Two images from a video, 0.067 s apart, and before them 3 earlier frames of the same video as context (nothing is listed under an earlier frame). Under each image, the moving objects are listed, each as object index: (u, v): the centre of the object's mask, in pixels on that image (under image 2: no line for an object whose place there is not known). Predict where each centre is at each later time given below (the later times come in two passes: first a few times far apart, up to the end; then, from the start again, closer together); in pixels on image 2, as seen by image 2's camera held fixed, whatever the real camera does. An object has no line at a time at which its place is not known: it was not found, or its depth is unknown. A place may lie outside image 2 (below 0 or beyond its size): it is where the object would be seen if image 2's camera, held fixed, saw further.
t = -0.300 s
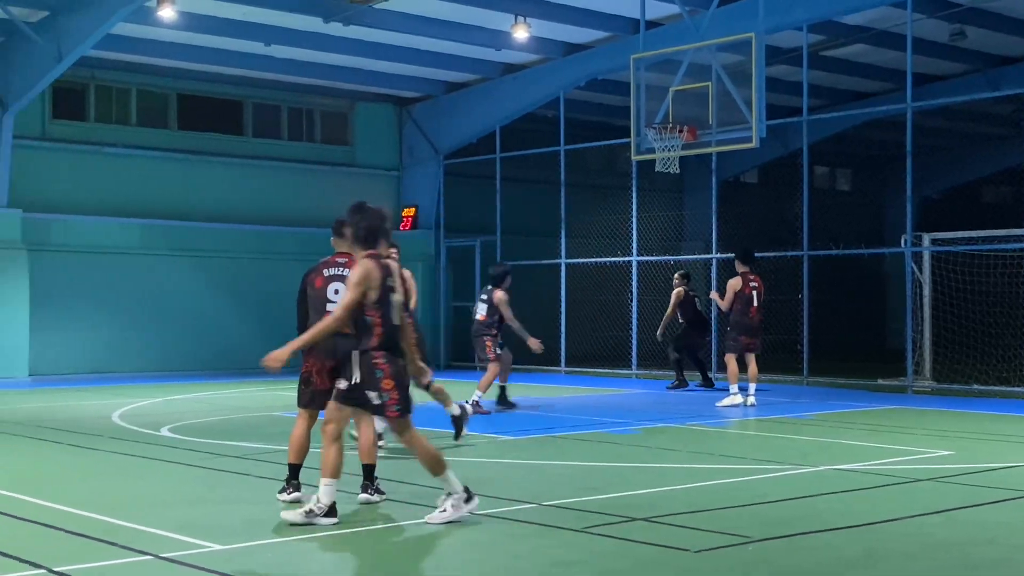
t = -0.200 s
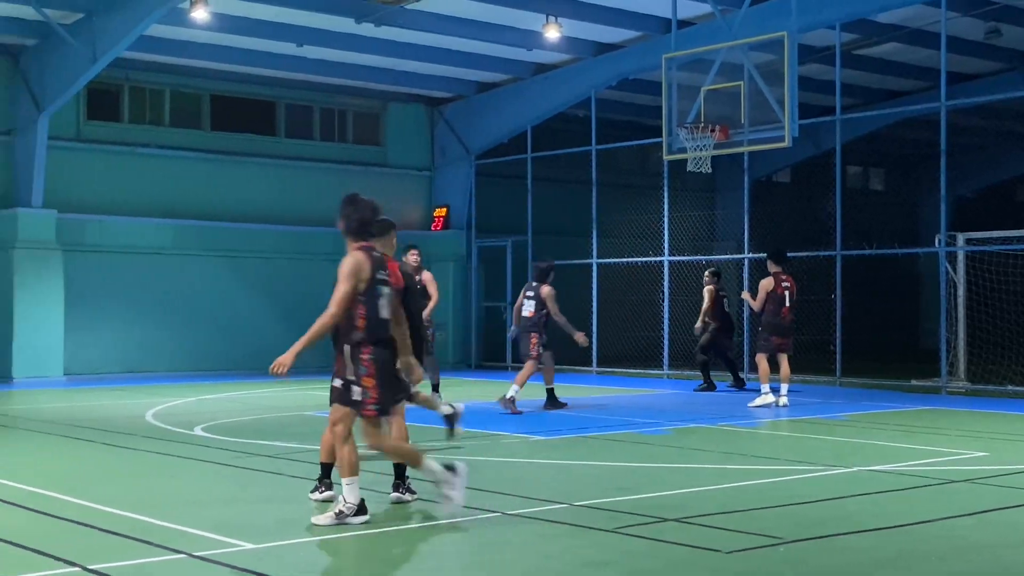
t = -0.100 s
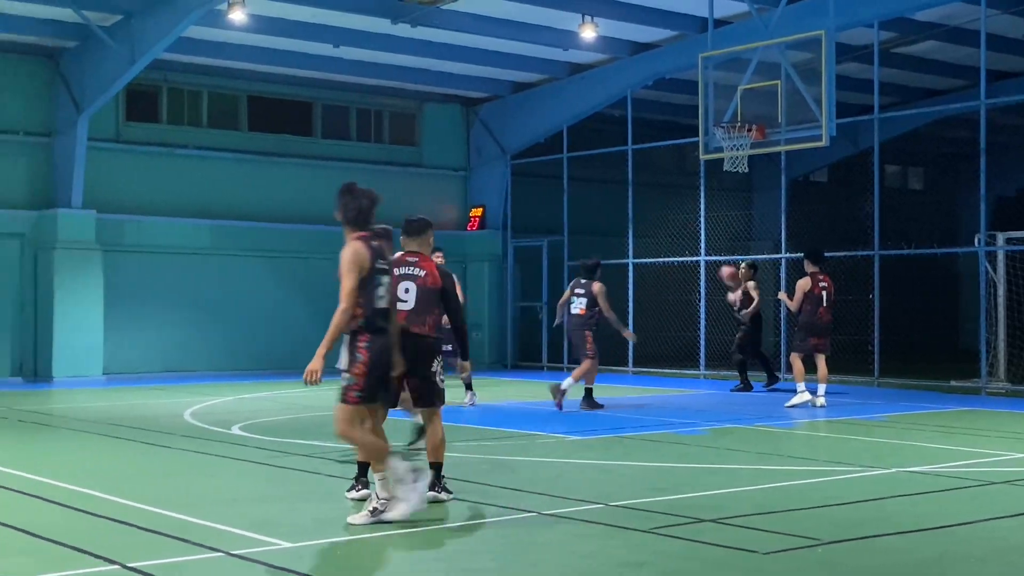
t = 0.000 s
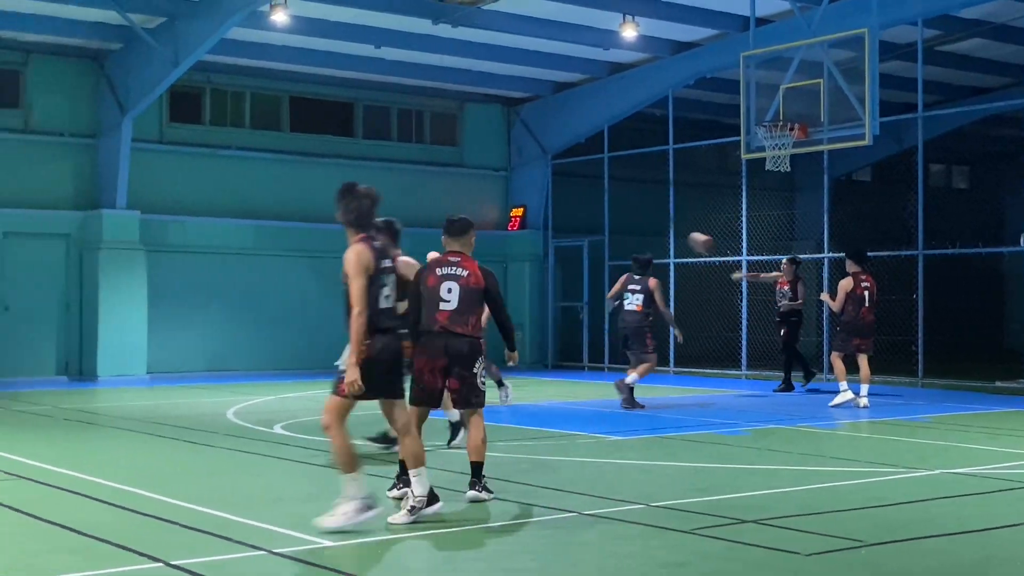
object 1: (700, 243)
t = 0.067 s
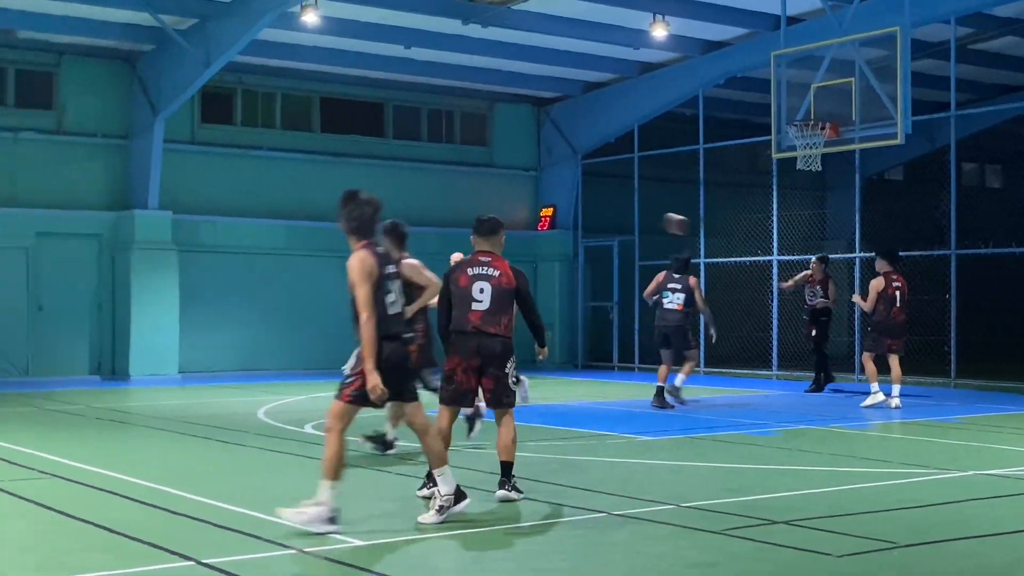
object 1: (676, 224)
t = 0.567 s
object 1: (164, 173)
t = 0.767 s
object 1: (-119, 215)
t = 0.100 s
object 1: (650, 216)
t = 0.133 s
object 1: (619, 208)
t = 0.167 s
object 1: (590, 201)
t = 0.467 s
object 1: (290, 167)
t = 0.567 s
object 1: (164, 173)
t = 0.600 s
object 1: (121, 177)
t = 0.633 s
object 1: (76, 183)
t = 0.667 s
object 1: (31, 190)
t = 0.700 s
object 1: (-19, 197)
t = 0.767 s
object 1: (-119, 215)
